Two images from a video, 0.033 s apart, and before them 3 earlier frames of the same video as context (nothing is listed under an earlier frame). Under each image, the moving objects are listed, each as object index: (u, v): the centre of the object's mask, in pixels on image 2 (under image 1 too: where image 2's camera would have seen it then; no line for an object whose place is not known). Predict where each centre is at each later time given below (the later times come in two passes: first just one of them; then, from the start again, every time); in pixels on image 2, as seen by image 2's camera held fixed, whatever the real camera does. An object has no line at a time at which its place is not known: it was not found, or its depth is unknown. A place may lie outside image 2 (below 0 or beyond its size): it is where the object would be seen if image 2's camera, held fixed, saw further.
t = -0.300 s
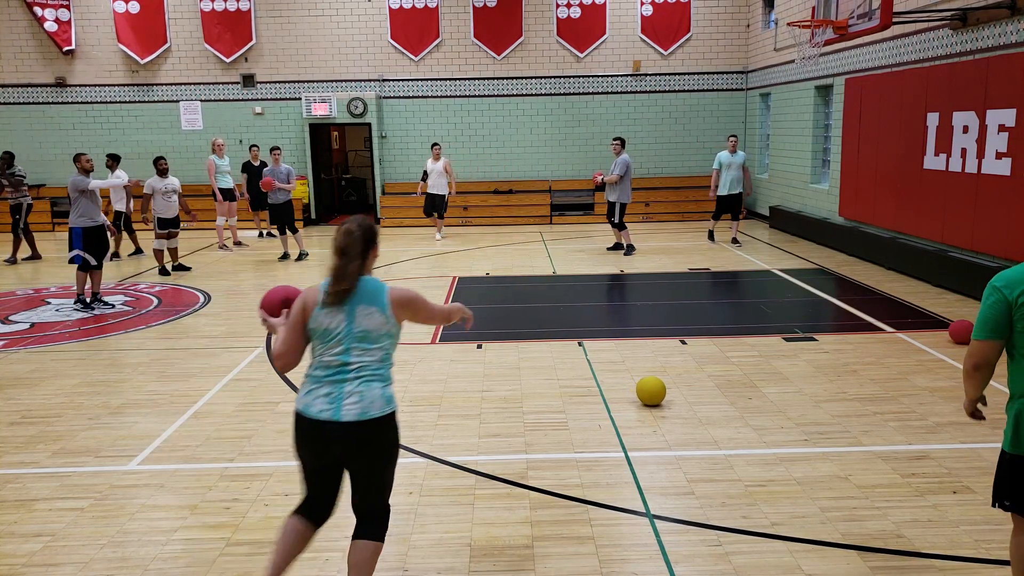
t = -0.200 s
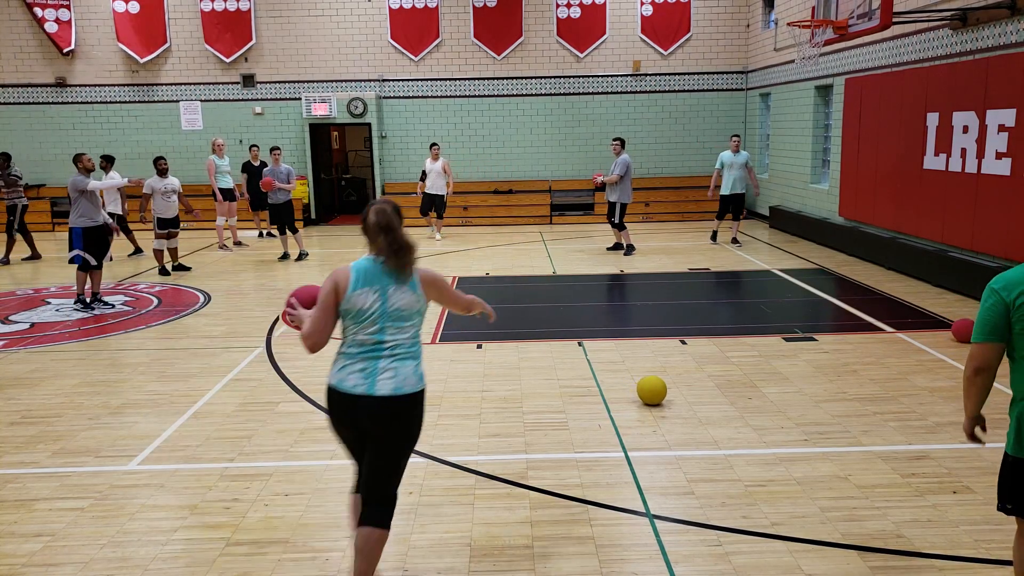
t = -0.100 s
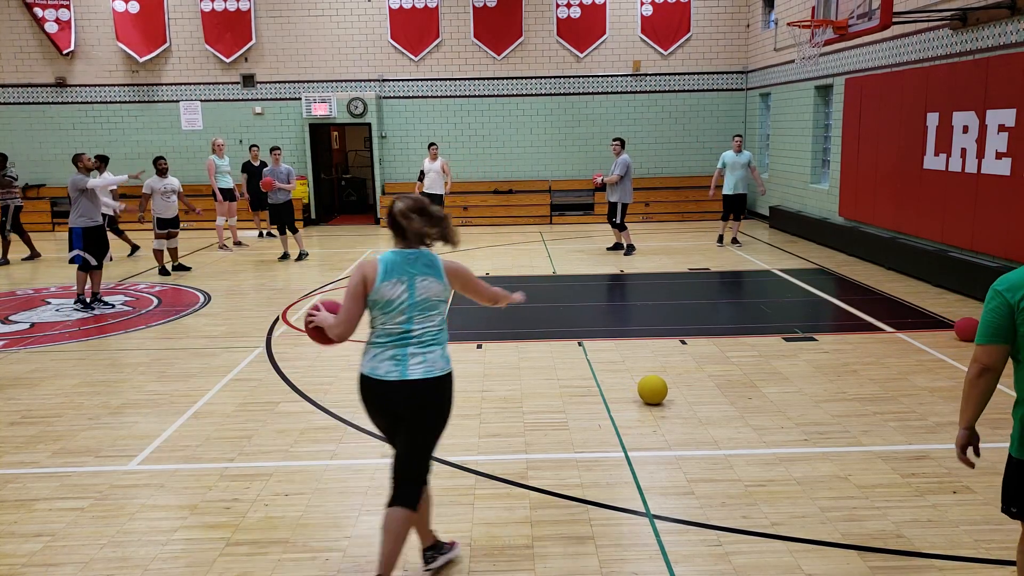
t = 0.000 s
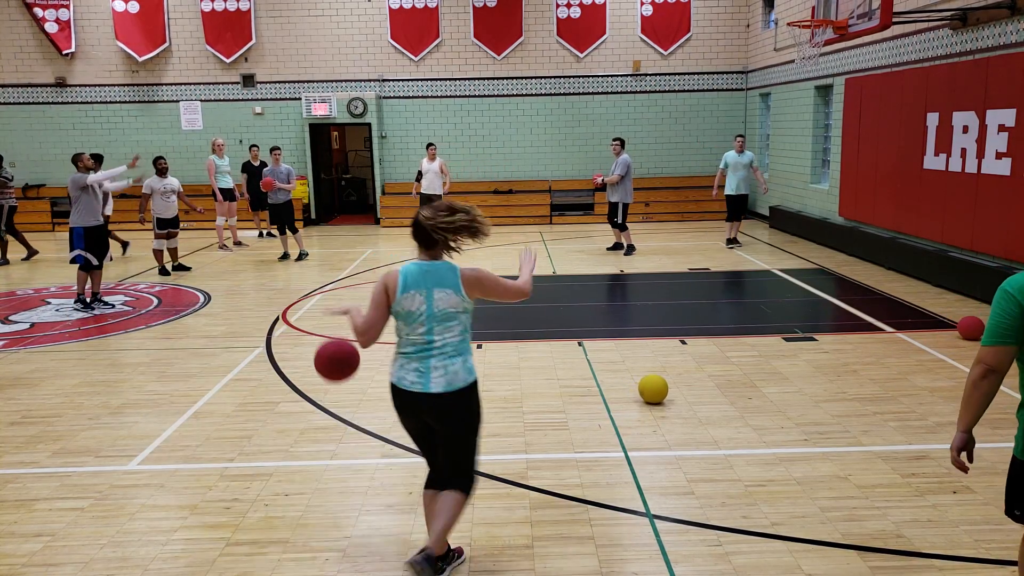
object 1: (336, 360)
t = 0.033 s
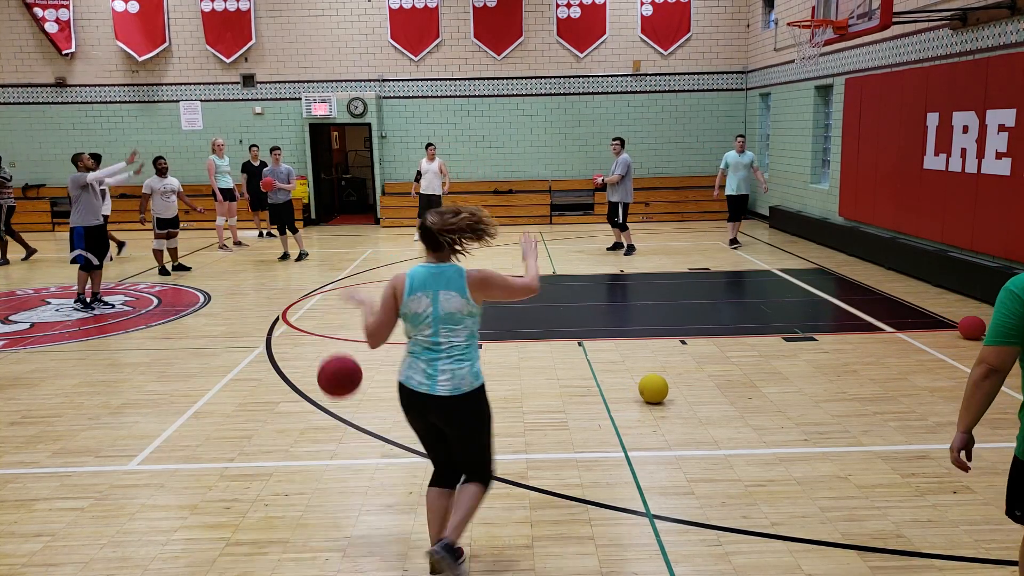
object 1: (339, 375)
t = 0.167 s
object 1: (350, 456)
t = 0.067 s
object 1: (342, 393)
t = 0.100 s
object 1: (345, 413)
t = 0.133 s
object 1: (348, 434)
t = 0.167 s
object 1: (350, 456)
